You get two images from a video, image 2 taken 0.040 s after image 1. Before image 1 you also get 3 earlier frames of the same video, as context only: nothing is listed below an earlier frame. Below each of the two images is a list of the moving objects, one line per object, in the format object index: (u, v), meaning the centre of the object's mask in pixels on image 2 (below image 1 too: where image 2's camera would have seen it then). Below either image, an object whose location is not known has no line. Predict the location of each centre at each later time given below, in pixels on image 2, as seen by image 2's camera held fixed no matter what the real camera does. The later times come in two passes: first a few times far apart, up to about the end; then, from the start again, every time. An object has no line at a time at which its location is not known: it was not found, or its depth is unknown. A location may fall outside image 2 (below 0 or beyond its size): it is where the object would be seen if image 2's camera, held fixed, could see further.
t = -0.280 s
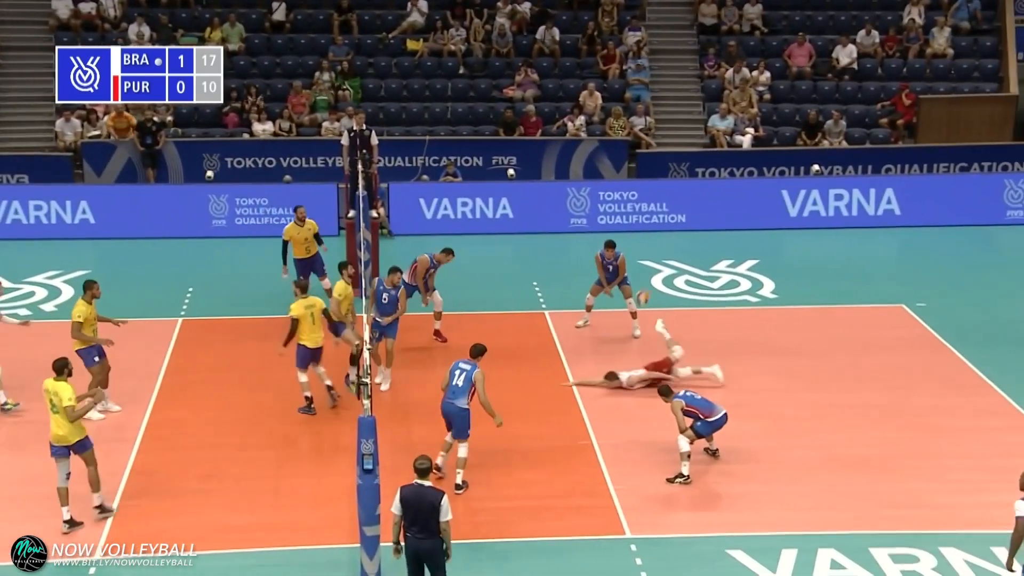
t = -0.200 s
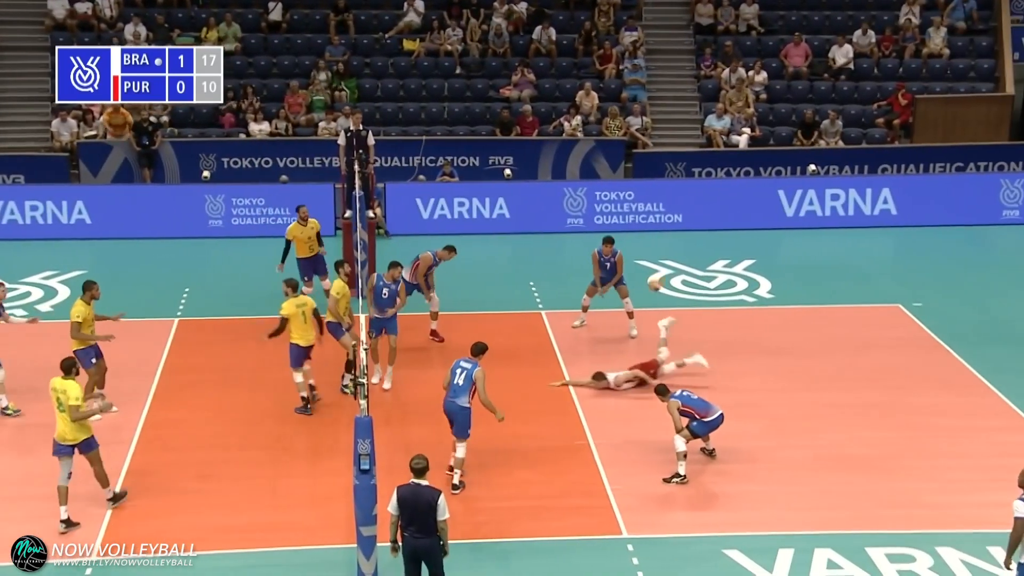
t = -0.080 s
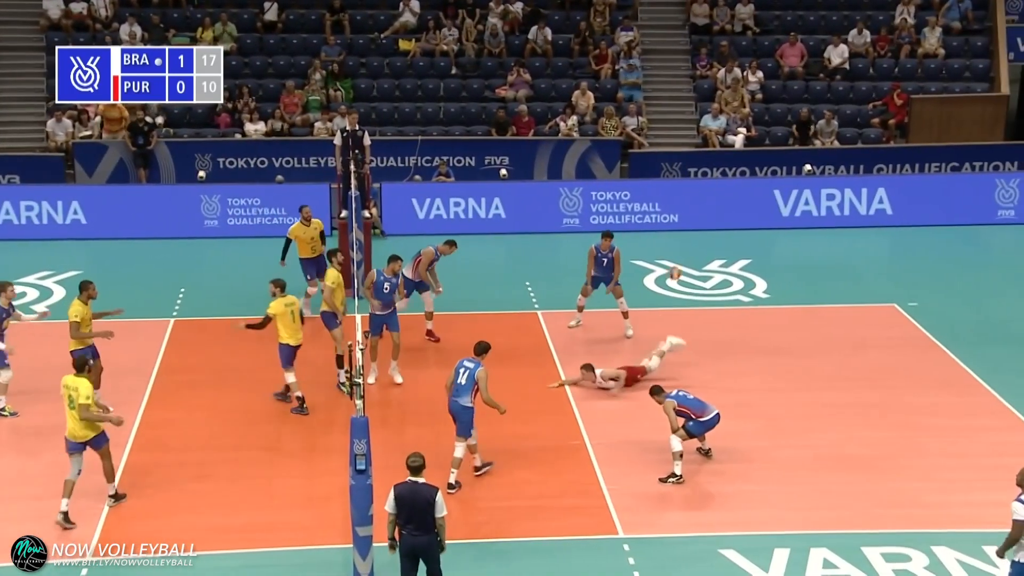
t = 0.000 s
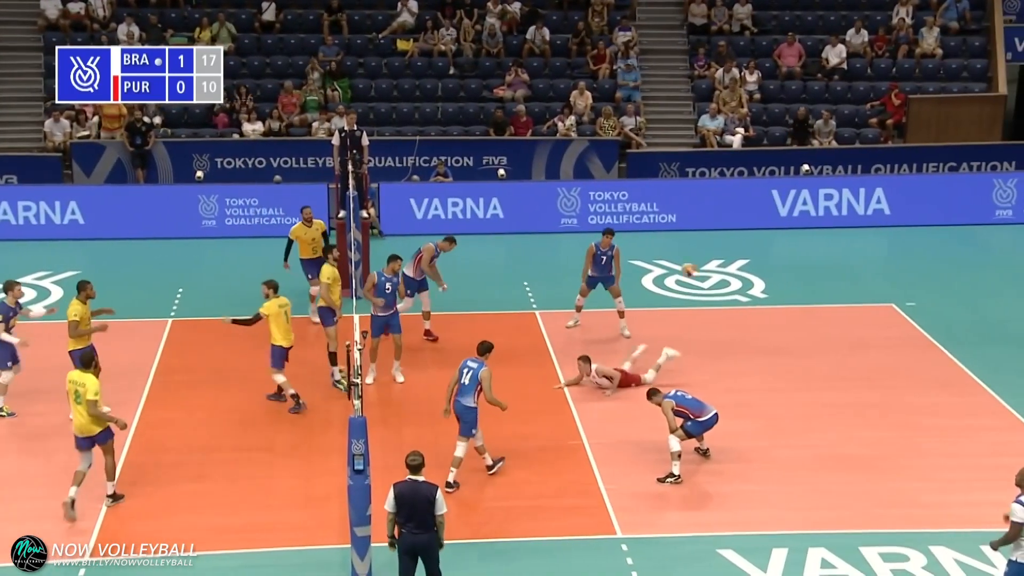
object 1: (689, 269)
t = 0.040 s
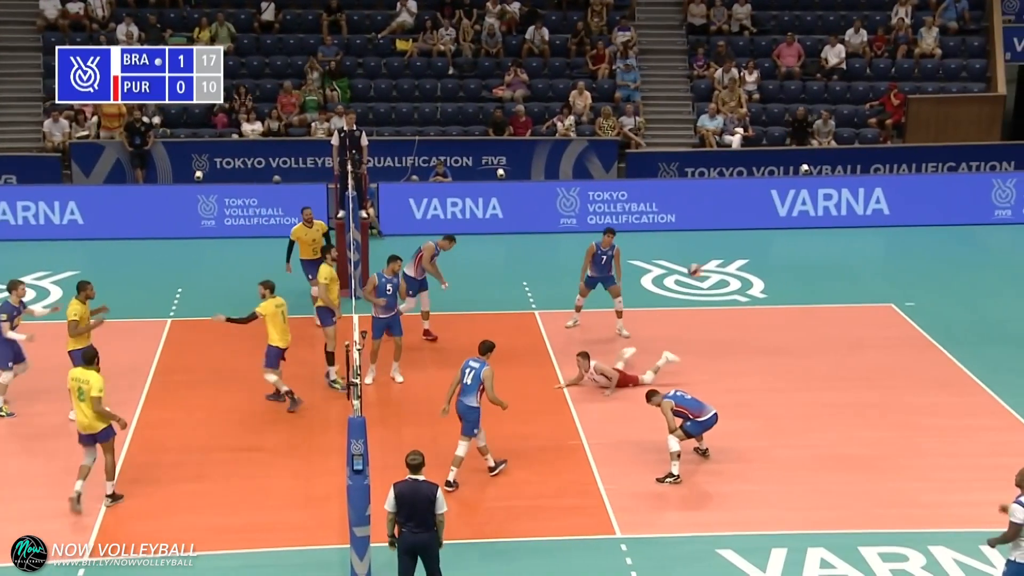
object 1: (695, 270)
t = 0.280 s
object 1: (738, 293)
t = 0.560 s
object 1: (783, 346)
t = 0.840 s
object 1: (832, 293)
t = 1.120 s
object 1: (873, 291)
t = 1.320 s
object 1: (901, 317)
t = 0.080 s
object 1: (702, 272)
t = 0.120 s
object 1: (709, 274)
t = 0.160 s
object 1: (717, 277)
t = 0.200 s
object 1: (724, 282)
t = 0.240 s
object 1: (731, 287)
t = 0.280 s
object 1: (738, 293)
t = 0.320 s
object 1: (745, 301)
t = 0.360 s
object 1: (751, 307)
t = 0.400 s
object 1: (757, 318)
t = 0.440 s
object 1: (763, 325)
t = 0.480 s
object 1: (769, 337)
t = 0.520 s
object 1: (777, 351)
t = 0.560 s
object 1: (783, 346)
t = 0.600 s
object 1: (790, 336)
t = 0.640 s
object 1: (796, 326)
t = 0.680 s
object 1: (803, 318)
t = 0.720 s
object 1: (810, 311)
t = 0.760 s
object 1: (817, 304)
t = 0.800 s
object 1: (824, 298)
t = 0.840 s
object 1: (832, 293)
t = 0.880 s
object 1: (837, 291)
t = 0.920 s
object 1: (843, 288)
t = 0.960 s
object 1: (850, 287)
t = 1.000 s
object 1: (856, 287)
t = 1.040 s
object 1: (862, 287)
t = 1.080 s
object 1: (868, 288)
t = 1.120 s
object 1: (873, 291)
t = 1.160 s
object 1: (879, 295)
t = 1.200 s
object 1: (885, 299)
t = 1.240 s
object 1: (890, 304)
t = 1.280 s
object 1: (895, 311)
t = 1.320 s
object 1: (901, 317)
